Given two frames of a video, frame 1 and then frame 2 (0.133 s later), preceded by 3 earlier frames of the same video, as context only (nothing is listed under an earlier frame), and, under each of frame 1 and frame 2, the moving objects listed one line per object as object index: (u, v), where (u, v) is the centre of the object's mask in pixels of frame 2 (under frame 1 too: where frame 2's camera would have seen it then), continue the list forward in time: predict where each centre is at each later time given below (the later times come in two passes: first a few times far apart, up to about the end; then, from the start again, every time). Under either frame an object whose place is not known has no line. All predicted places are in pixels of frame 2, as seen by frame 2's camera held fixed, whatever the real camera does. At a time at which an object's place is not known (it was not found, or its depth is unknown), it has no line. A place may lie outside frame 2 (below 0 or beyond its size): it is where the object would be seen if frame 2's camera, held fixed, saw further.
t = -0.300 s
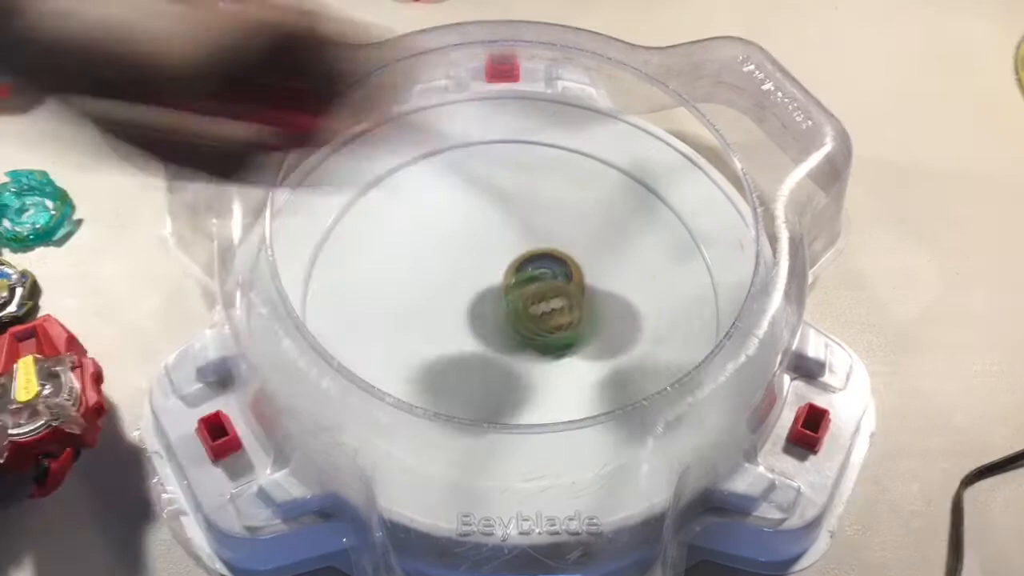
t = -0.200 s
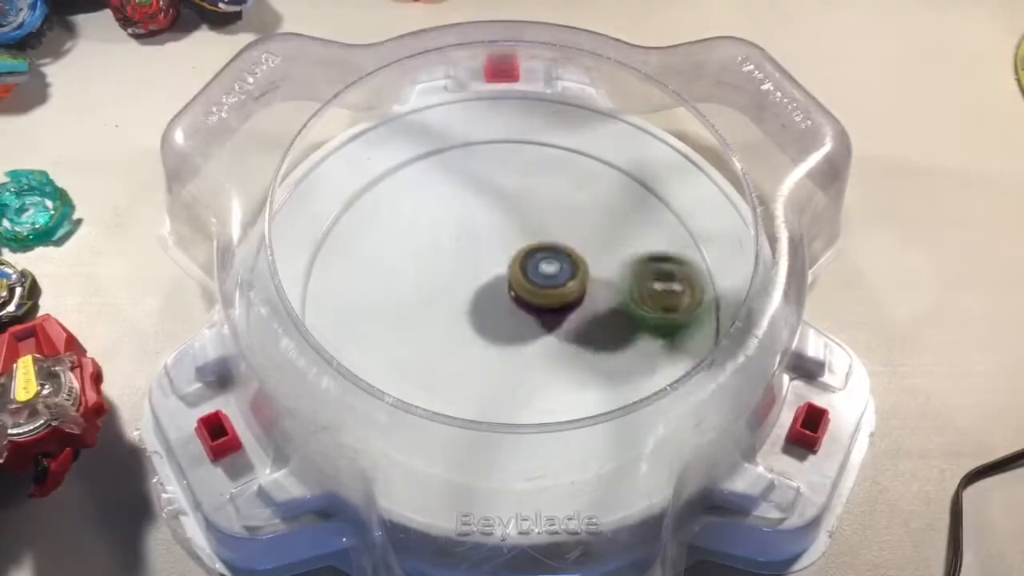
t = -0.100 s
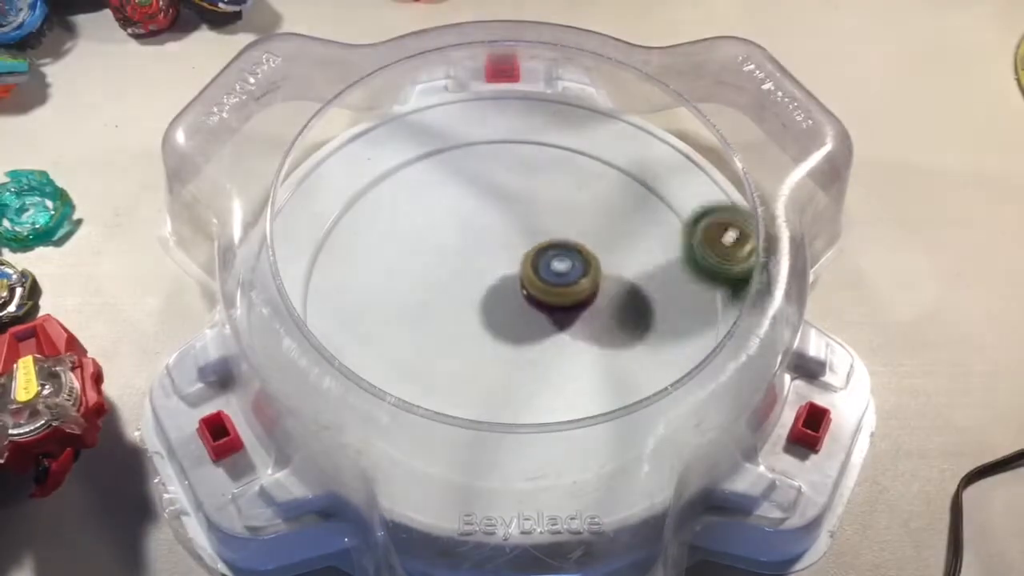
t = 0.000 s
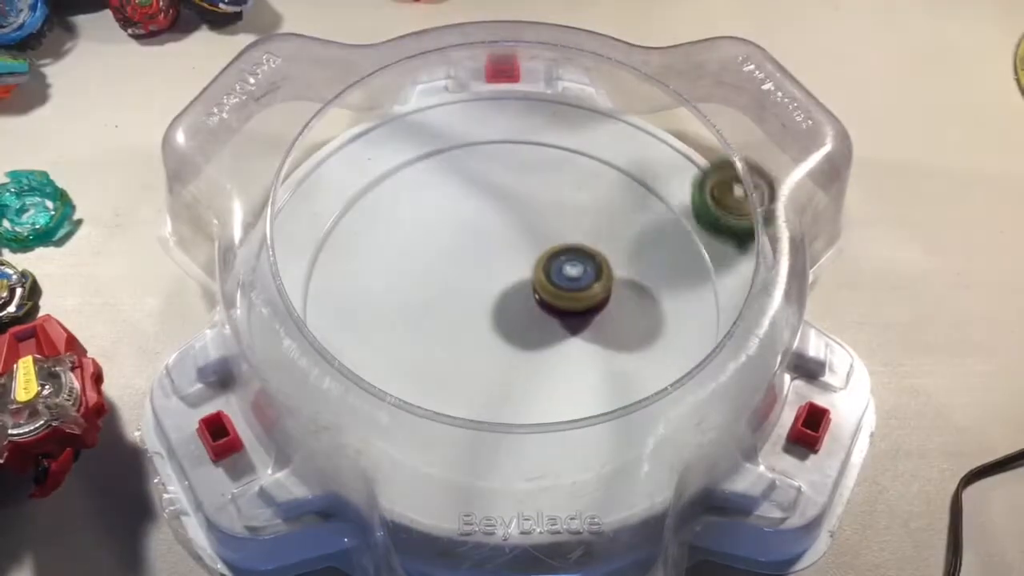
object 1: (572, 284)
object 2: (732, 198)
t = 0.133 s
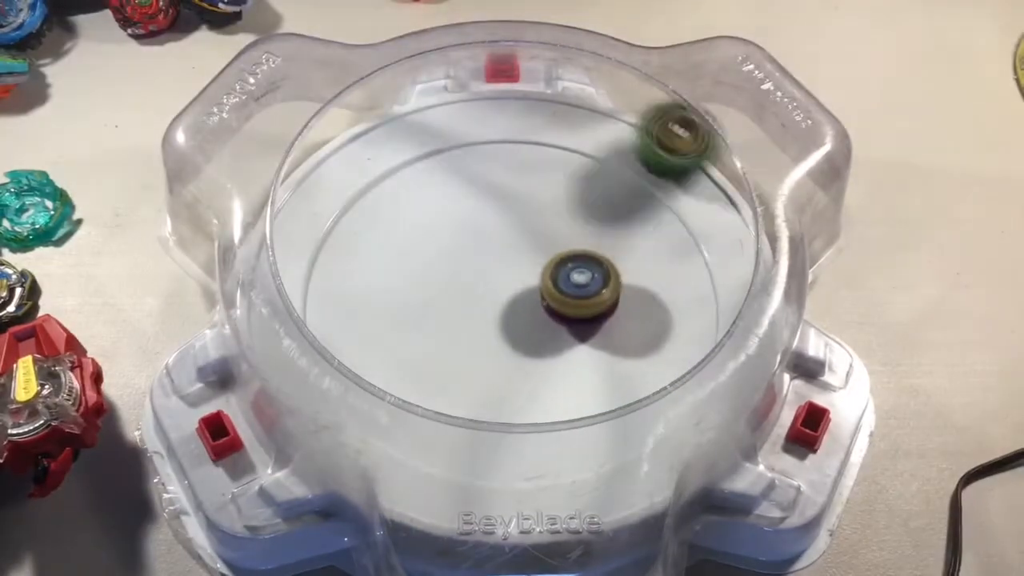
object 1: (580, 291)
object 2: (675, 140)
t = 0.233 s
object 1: (583, 297)
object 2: (585, 121)
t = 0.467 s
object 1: (579, 306)
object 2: (329, 247)
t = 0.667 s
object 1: (564, 309)
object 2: (419, 474)
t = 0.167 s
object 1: (581, 293)
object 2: (649, 127)
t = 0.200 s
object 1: (582, 296)
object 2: (621, 119)
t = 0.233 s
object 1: (583, 297)
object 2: (585, 121)
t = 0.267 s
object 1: (583, 299)
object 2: (550, 125)
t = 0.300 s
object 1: (584, 300)
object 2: (506, 136)
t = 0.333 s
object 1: (583, 302)
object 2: (467, 147)
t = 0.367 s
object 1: (583, 303)
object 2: (428, 163)
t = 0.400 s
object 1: (582, 304)
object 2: (389, 187)
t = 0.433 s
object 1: (581, 305)
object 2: (357, 215)
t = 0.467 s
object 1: (579, 306)
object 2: (329, 247)
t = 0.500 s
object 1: (577, 307)
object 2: (307, 285)
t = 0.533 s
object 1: (575, 308)
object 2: (306, 324)
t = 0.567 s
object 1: (573, 309)
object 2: (316, 365)
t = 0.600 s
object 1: (570, 309)
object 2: (340, 404)
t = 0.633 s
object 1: (567, 309)
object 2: (376, 440)
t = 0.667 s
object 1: (564, 309)
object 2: (419, 474)
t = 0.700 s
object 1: (560, 310)
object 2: (477, 492)
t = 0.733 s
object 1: (557, 309)
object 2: (540, 509)
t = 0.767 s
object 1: (553, 309)
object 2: (603, 506)
